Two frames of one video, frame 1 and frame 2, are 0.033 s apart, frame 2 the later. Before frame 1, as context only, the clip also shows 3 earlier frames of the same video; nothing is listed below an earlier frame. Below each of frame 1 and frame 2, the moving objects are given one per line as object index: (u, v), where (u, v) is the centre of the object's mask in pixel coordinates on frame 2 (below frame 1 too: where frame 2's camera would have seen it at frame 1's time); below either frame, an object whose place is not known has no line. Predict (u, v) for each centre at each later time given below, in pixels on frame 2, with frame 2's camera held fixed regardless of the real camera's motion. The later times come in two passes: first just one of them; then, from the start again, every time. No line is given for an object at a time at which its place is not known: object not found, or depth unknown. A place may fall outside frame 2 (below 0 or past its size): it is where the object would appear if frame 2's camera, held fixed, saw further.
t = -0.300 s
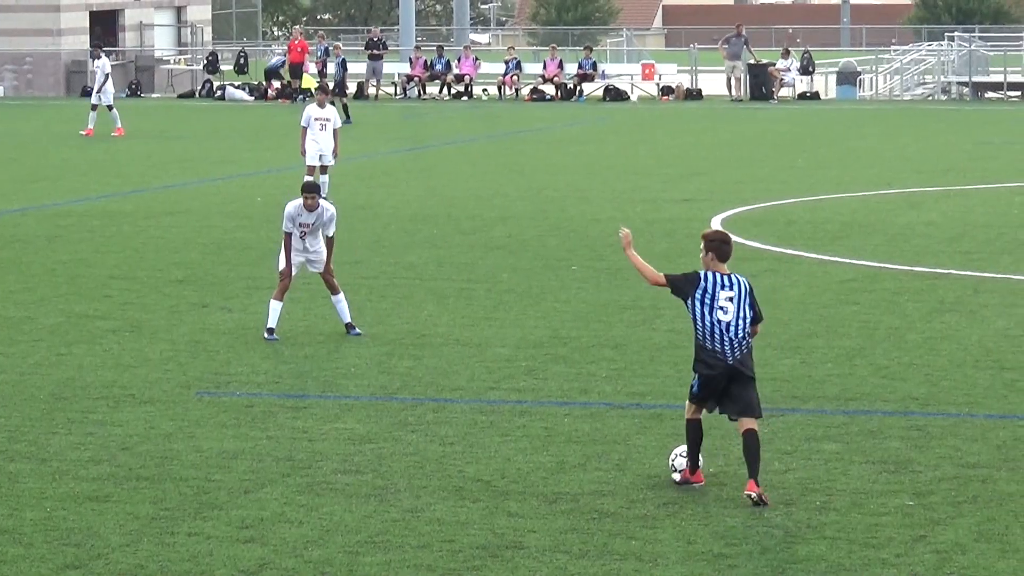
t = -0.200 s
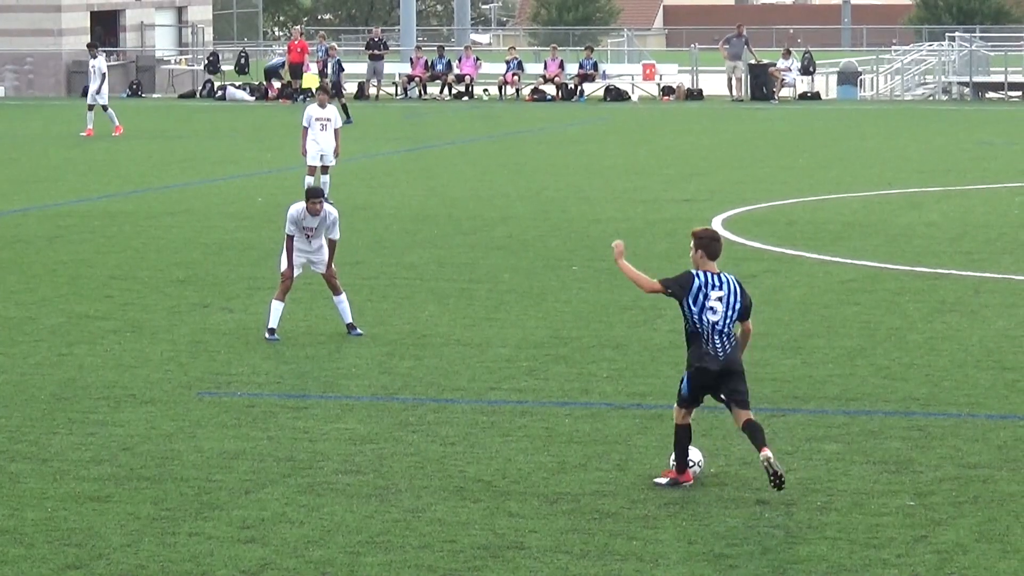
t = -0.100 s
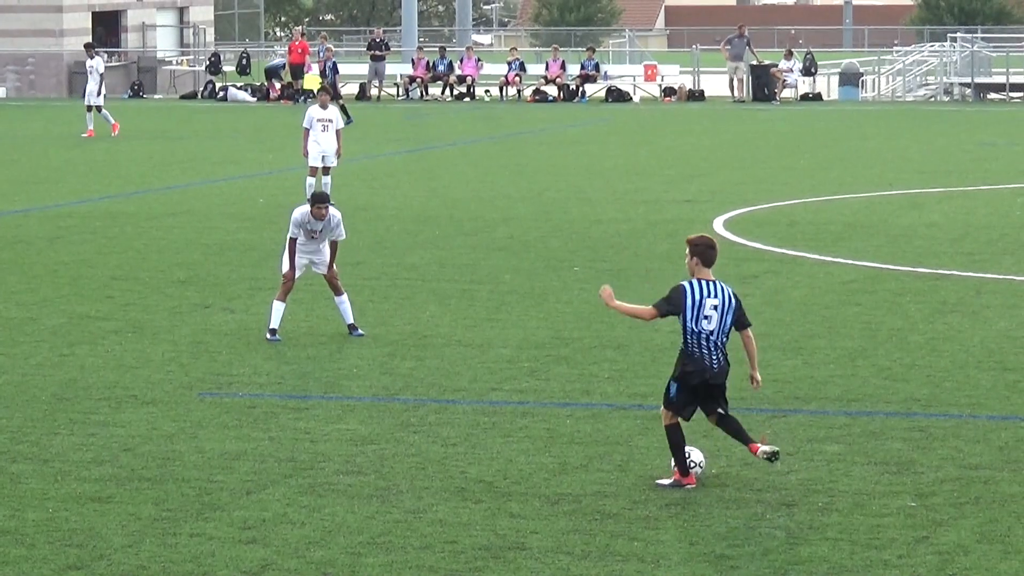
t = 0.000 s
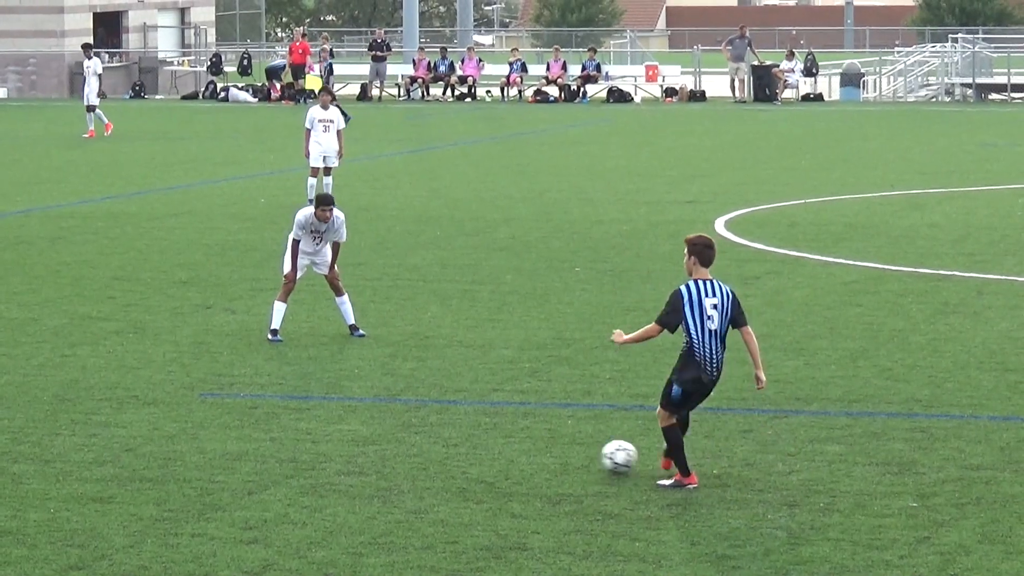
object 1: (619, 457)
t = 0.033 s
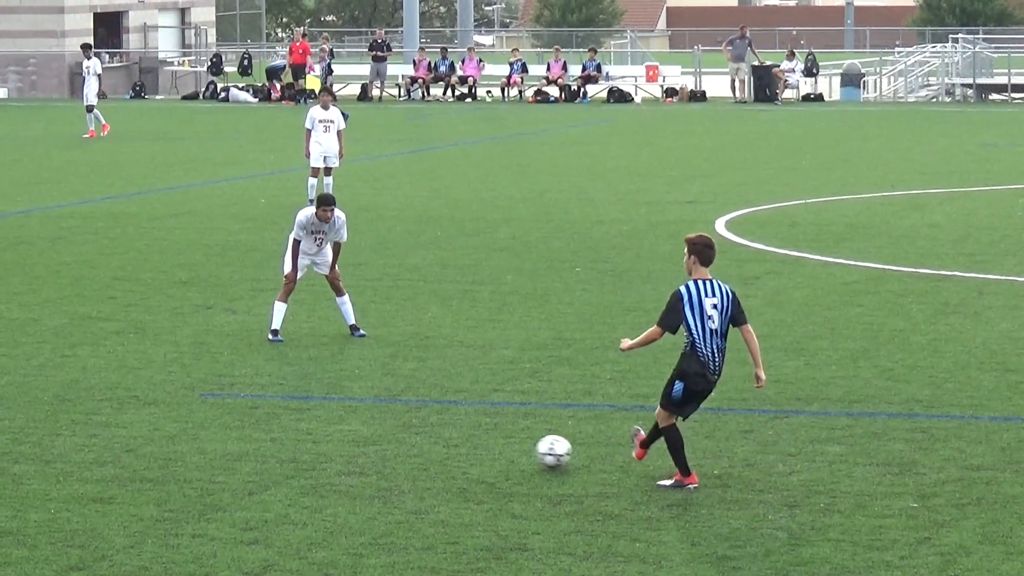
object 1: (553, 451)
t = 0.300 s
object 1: (108, 424)
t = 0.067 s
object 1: (489, 448)
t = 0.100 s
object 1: (426, 445)
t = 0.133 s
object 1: (368, 441)
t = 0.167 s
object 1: (312, 437)
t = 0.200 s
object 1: (258, 433)
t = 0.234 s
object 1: (206, 430)
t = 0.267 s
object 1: (155, 428)
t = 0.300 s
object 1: (108, 424)
